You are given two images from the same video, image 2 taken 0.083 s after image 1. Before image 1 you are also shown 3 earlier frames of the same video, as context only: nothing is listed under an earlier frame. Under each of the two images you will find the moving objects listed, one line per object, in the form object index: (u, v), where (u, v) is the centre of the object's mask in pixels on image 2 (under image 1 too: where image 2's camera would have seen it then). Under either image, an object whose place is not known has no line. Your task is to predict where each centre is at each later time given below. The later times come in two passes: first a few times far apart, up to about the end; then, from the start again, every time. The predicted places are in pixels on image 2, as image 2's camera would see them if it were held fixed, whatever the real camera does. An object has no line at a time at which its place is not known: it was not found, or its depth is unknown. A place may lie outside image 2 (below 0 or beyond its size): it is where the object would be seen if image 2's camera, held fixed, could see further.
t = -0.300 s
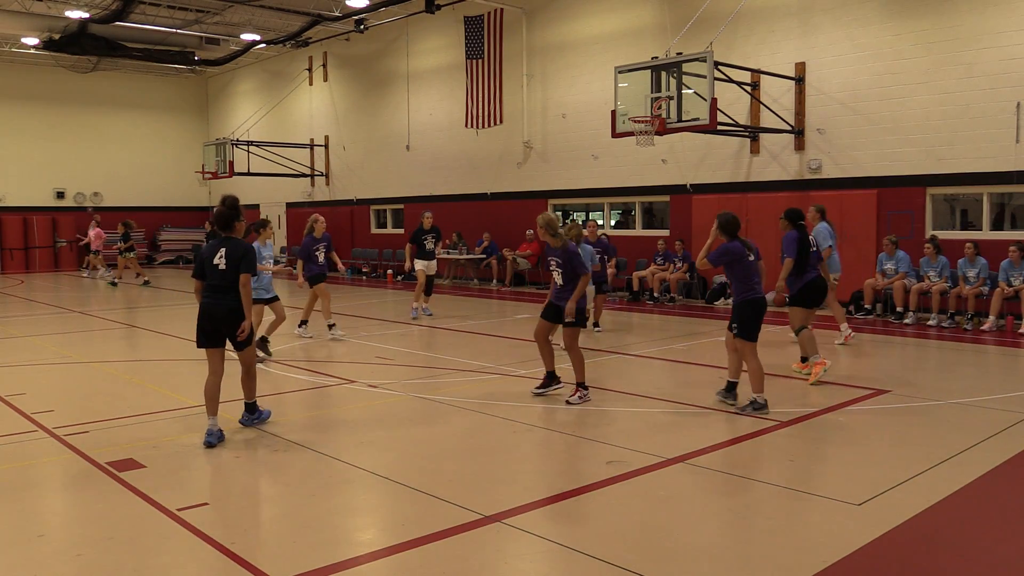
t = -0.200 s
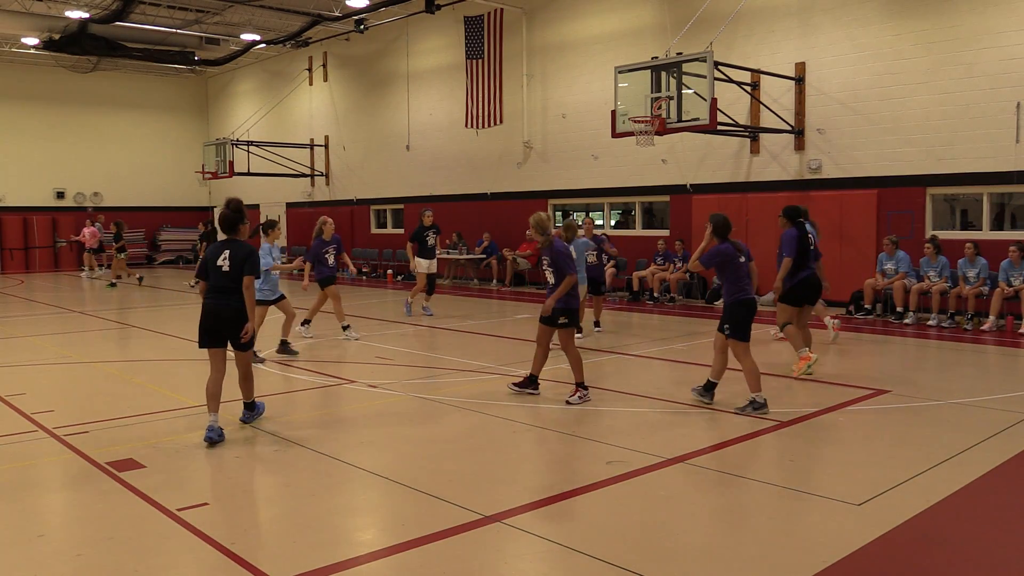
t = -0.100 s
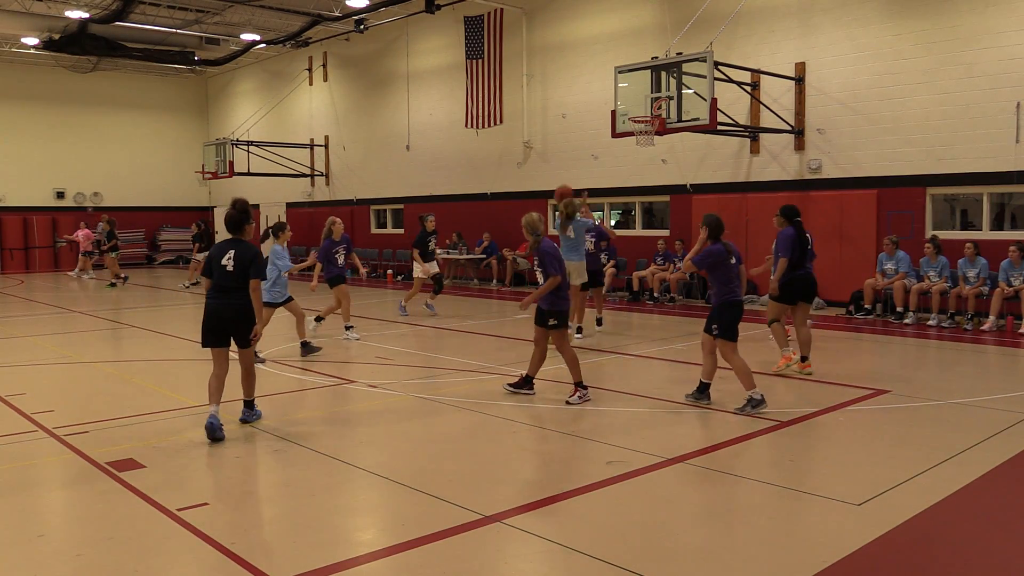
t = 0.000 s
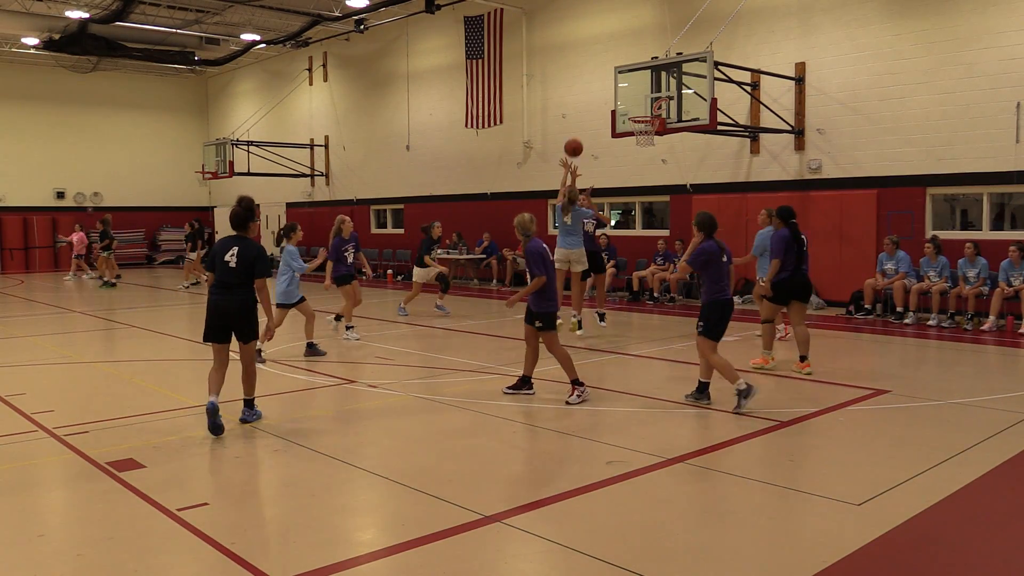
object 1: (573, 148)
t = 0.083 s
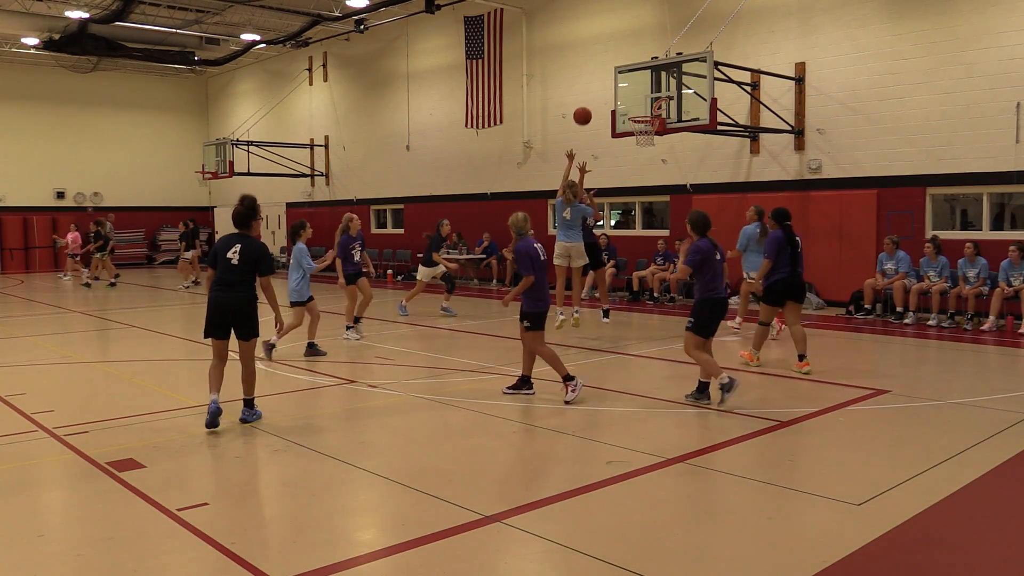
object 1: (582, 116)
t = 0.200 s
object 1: (595, 82)
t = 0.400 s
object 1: (614, 51)
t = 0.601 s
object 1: (633, 51)
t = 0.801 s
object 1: (649, 78)
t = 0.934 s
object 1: (661, 109)
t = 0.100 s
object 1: (584, 110)
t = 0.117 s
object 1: (586, 105)
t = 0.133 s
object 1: (587, 100)
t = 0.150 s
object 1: (589, 95)
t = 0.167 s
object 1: (591, 90)
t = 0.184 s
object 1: (593, 86)
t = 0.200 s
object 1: (595, 82)
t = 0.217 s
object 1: (596, 78)
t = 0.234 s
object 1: (598, 75)
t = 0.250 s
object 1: (600, 71)
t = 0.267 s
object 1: (601, 68)
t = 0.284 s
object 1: (603, 65)
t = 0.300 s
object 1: (605, 62)
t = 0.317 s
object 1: (606, 60)
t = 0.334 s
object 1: (608, 58)
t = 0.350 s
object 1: (610, 56)
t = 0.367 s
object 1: (611, 54)
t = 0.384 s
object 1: (613, 52)
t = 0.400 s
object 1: (614, 51)
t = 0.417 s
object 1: (616, 50)
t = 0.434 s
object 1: (618, 49)
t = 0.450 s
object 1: (619, 48)
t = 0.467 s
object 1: (621, 48)
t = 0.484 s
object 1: (622, 47)
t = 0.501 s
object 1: (624, 47)
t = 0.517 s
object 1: (625, 47)
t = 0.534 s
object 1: (627, 48)
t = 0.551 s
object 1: (628, 48)
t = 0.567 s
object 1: (630, 49)
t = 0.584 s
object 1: (631, 50)
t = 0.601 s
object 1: (633, 51)
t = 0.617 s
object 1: (634, 52)
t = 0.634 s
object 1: (636, 53)
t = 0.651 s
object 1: (637, 55)
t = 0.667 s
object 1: (639, 57)
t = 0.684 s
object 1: (640, 59)
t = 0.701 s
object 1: (641, 61)
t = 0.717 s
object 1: (643, 63)
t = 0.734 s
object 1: (645, 66)
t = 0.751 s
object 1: (645, 69)
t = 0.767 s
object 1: (647, 72)
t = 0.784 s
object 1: (648, 75)
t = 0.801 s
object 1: (649, 78)
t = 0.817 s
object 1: (651, 82)
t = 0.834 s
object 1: (652, 86)
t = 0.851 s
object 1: (653, 89)
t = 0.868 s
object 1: (655, 93)
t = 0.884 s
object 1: (656, 98)
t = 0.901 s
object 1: (658, 102)
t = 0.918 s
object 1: (659, 106)
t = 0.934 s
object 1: (661, 109)
